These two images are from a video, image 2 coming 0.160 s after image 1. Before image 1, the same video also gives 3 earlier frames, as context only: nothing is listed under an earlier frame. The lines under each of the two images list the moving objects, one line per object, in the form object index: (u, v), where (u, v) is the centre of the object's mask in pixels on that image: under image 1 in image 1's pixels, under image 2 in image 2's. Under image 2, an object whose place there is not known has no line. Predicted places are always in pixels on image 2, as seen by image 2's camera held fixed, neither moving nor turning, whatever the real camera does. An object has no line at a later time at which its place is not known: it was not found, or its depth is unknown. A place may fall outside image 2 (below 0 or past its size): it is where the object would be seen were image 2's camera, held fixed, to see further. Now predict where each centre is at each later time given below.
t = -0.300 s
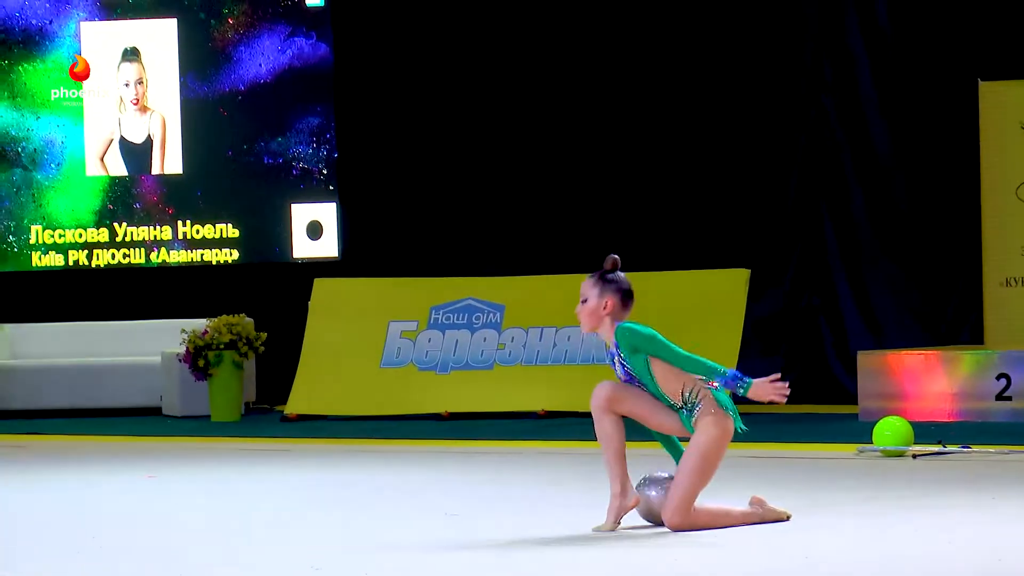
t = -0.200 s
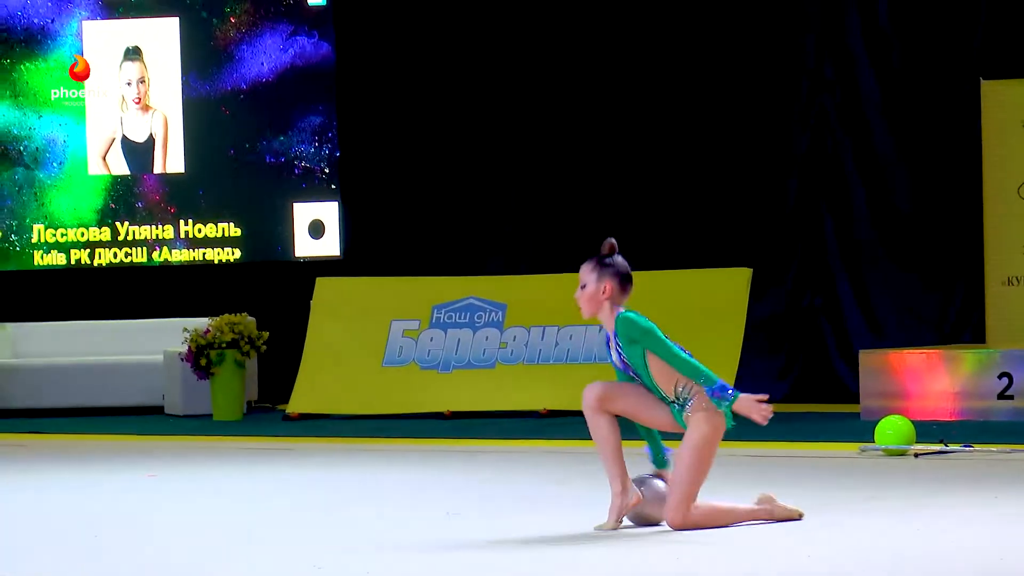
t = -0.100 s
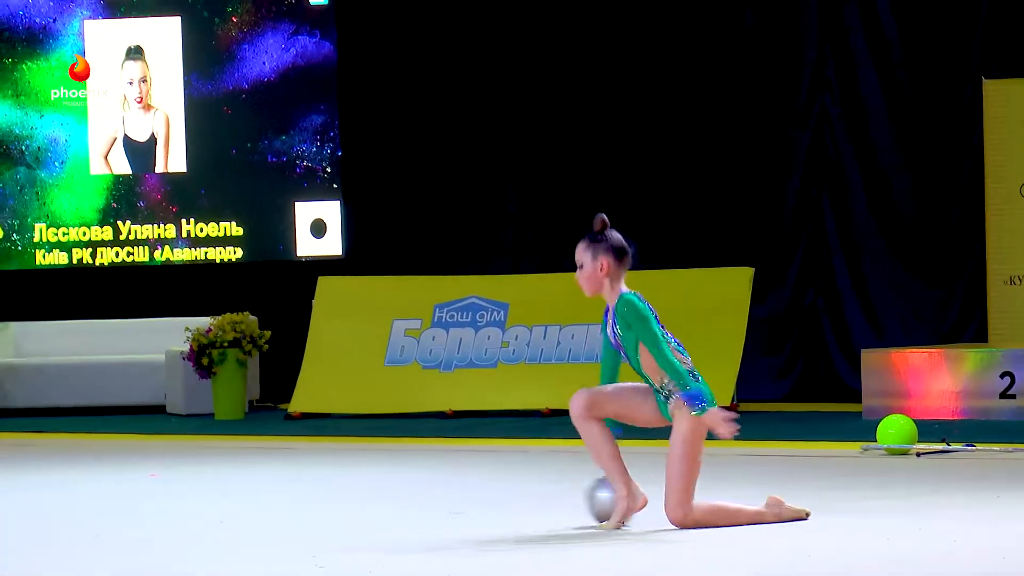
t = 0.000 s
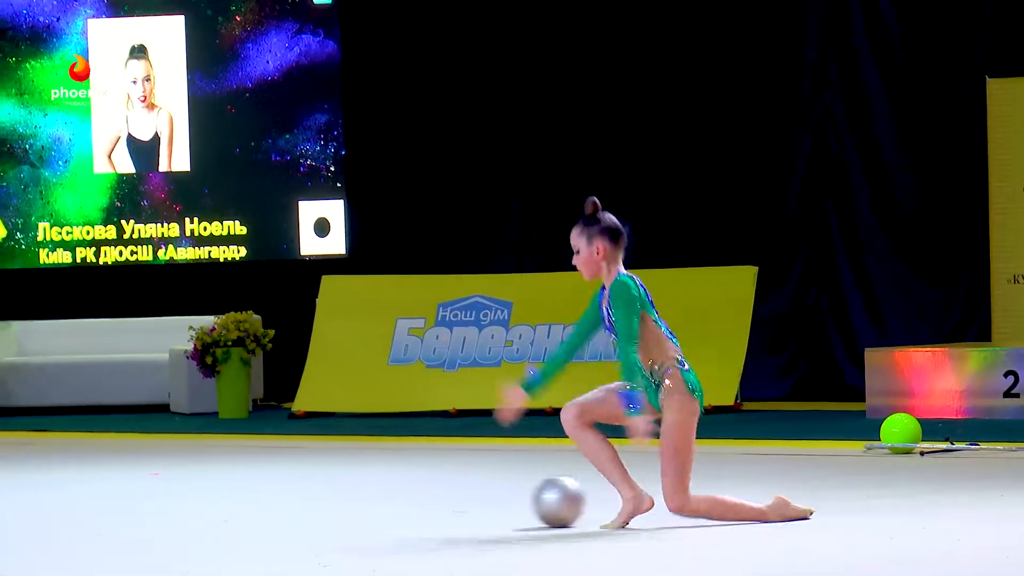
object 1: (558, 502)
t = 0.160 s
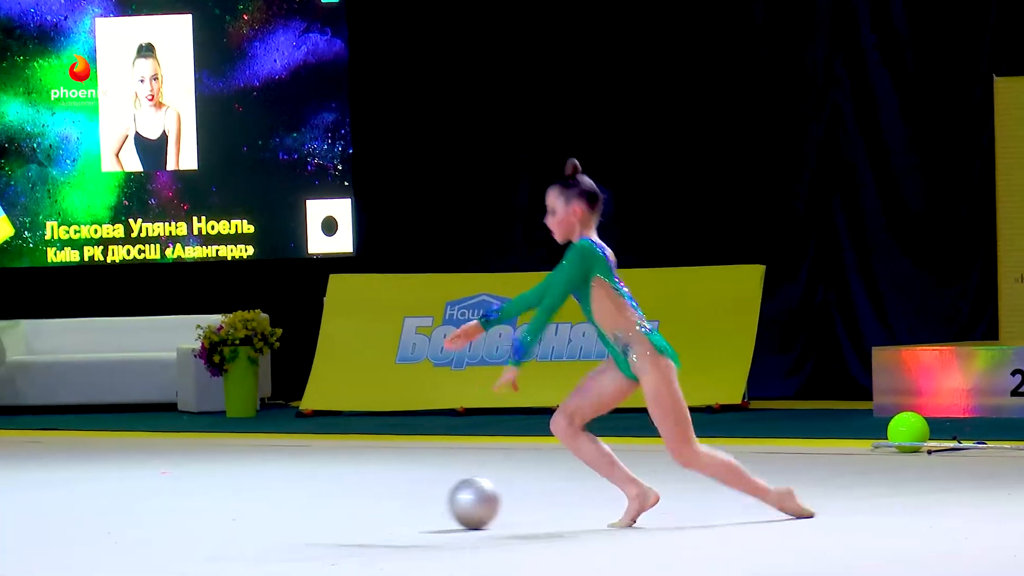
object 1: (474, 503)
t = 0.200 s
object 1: (450, 504)
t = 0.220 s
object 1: (438, 505)
